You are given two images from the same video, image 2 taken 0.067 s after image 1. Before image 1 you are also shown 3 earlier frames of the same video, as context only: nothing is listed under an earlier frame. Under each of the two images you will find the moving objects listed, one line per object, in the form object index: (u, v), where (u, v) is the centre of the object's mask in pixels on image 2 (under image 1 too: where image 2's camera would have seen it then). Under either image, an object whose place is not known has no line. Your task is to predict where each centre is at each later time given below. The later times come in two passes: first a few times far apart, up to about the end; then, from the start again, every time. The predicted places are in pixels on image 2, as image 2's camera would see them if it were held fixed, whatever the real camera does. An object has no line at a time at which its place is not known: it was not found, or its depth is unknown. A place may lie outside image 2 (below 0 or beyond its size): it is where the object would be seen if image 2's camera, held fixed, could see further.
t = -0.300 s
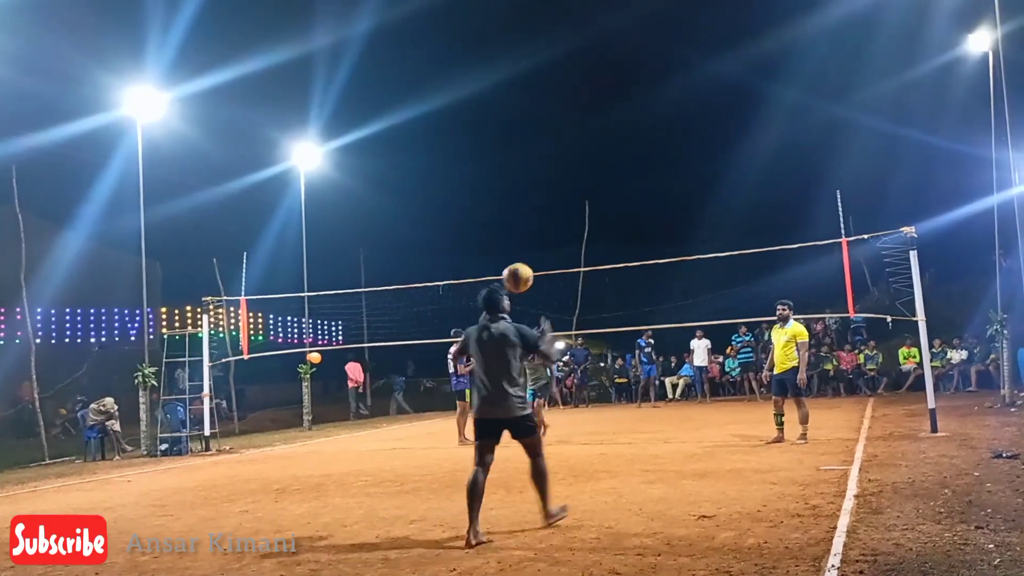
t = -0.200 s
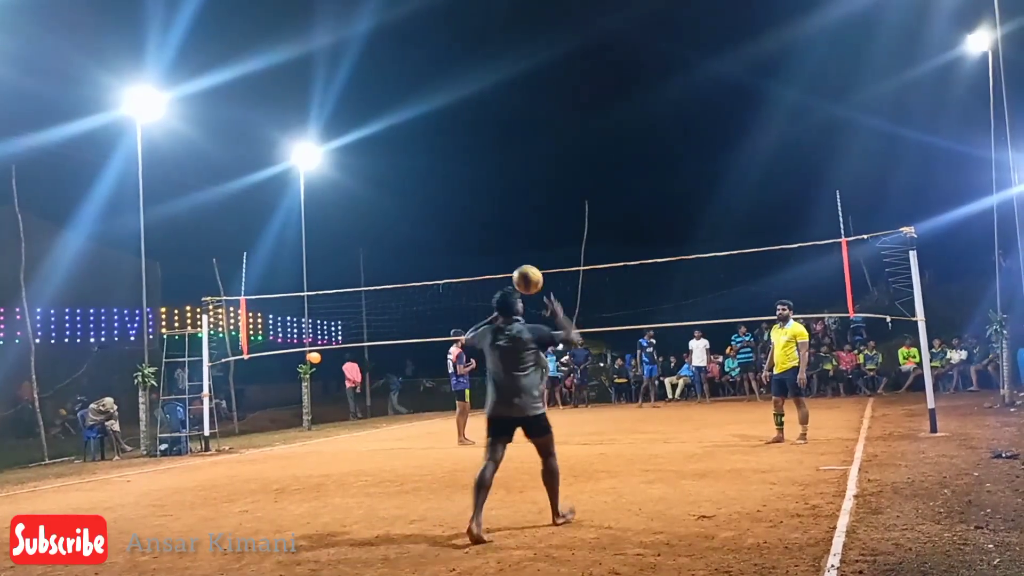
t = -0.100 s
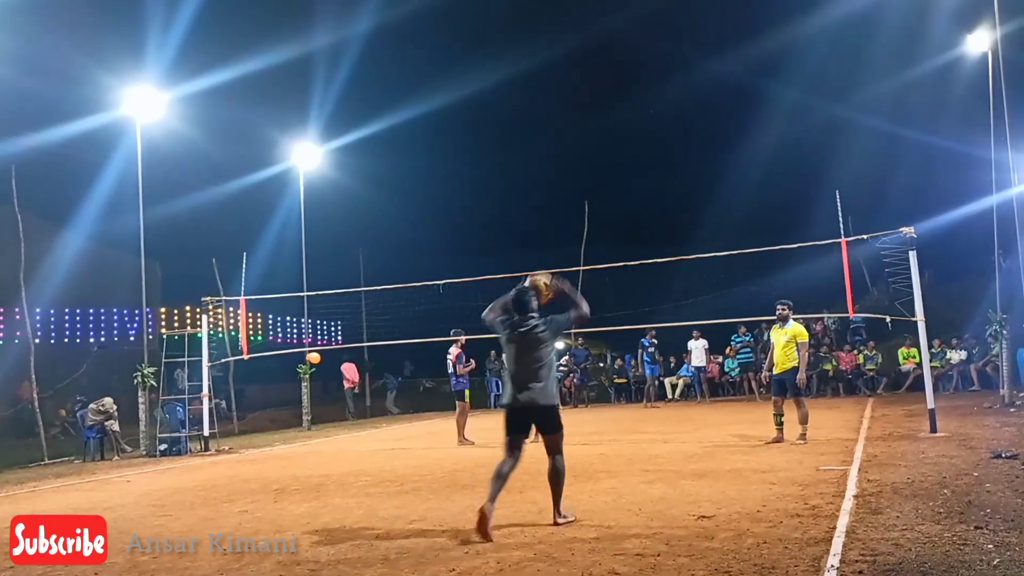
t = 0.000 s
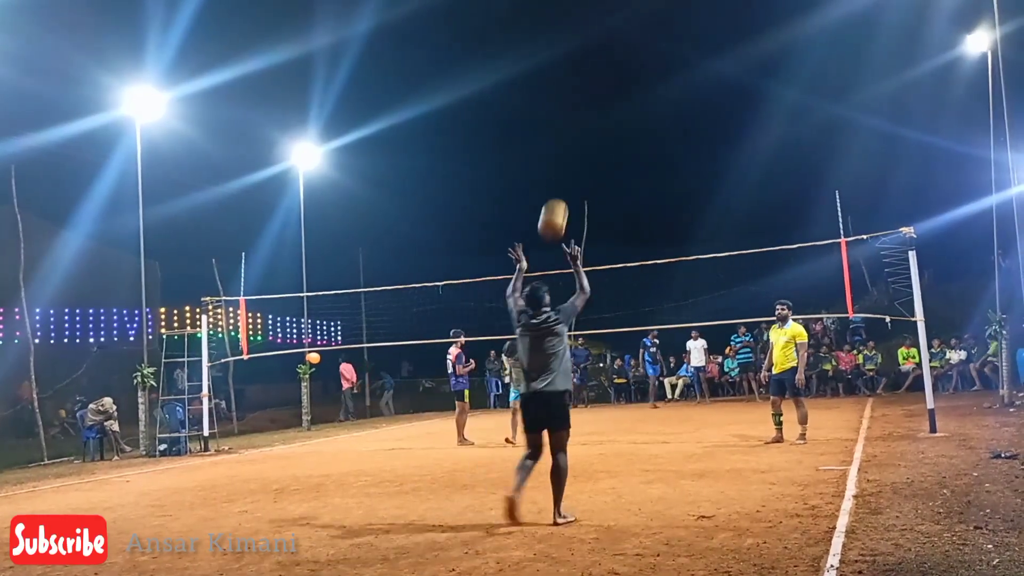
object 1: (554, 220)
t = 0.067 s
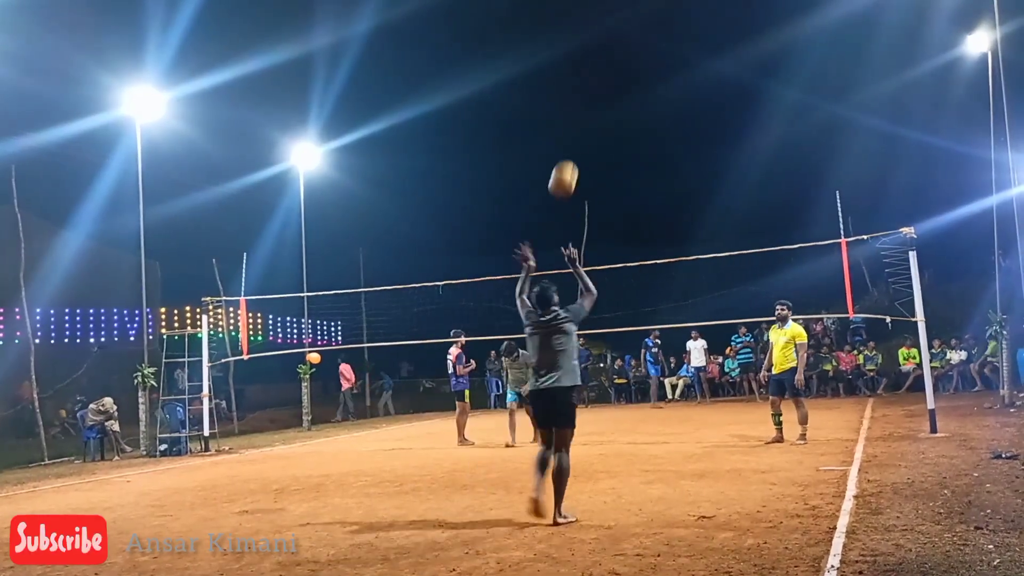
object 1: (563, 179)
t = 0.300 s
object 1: (594, 97)
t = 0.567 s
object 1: (626, 86)
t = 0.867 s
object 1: (659, 145)
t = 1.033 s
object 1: (677, 202)
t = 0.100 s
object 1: (568, 162)
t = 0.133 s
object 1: (573, 147)
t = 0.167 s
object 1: (577, 134)
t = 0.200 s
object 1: (582, 122)
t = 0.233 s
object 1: (586, 112)
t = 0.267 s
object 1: (590, 104)
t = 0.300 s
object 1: (594, 97)
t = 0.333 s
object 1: (599, 91)
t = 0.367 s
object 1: (602, 87)
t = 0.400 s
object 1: (607, 84)
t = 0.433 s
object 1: (610, 83)
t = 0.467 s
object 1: (614, 82)
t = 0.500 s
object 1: (619, 82)
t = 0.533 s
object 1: (622, 84)
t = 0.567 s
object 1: (626, 86)
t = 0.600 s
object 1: (630, 90)
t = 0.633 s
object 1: (634, 94)
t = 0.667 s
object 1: (638, 99)
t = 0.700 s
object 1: (641, 105)
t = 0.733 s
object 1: (645, 111)
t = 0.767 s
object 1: (648, 118)
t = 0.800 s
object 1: (652, 127)
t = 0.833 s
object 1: (656, 135)
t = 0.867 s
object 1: (659, 145)
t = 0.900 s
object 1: (663, 155)
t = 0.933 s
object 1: (666, 166)
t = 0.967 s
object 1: (670, 177)
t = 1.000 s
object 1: (674, 189)
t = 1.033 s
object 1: (677, 202)
